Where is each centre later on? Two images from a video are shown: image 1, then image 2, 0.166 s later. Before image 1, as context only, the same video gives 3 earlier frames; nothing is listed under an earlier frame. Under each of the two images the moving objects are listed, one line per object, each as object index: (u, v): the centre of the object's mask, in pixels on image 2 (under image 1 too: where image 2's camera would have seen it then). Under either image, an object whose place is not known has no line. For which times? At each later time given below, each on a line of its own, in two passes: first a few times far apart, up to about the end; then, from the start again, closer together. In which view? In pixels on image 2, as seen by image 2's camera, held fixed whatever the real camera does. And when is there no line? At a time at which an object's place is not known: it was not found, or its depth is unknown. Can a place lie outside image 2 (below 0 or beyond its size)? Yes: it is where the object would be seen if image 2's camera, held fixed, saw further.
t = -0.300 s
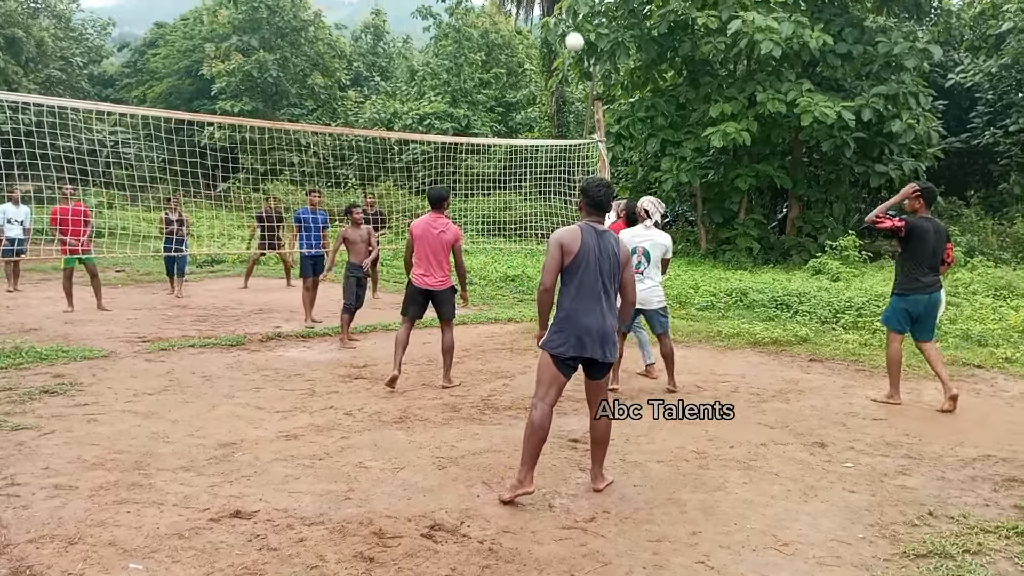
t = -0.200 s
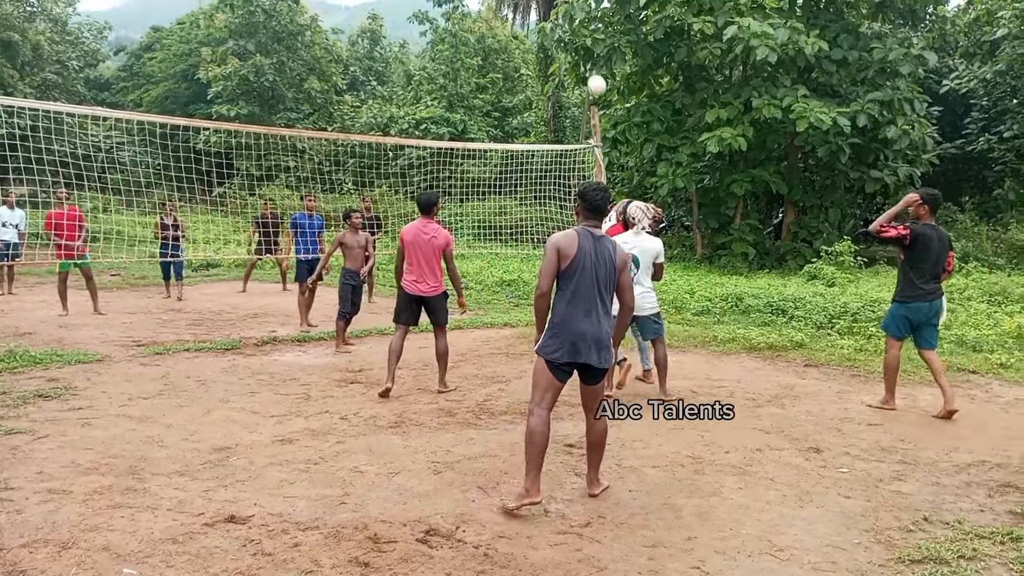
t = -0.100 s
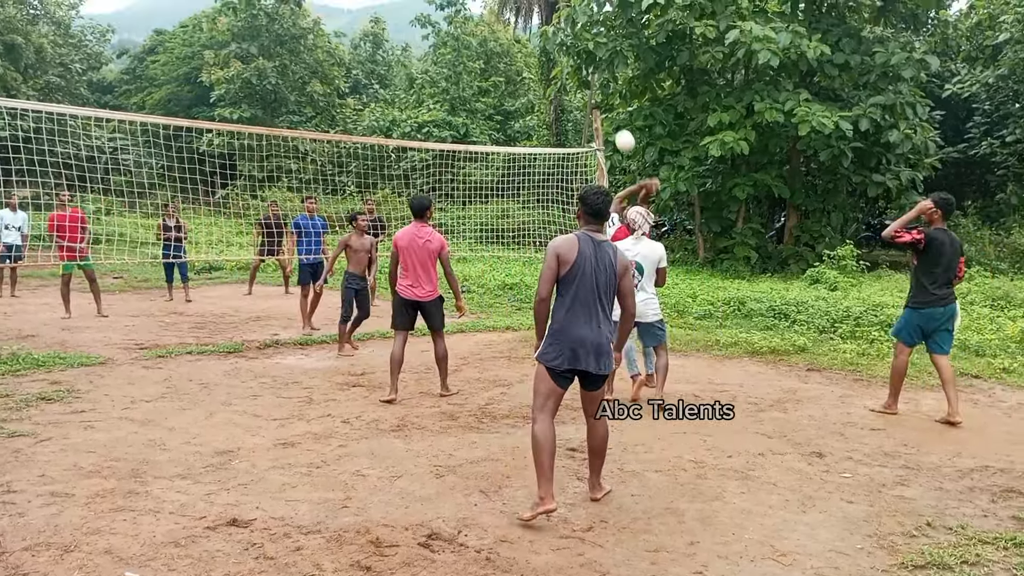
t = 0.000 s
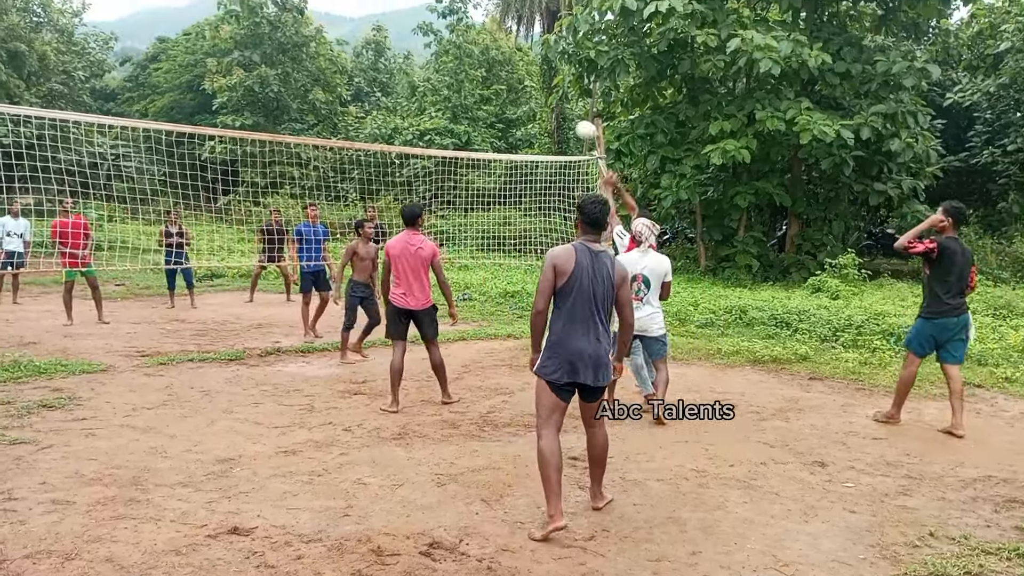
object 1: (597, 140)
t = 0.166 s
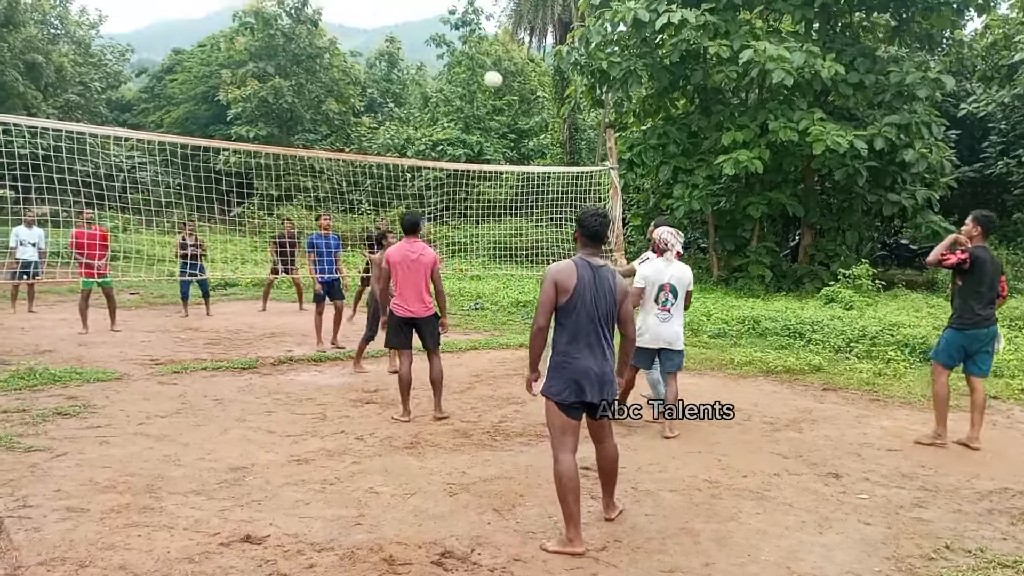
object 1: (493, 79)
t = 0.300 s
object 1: (422, 56)
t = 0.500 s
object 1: (331, 56)
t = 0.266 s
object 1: (439, 61)
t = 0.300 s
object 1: (422, 56)
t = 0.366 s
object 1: (390, 53)
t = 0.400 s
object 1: (375, 51)
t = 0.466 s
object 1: (345, 53)
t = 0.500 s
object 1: (331, 56)
